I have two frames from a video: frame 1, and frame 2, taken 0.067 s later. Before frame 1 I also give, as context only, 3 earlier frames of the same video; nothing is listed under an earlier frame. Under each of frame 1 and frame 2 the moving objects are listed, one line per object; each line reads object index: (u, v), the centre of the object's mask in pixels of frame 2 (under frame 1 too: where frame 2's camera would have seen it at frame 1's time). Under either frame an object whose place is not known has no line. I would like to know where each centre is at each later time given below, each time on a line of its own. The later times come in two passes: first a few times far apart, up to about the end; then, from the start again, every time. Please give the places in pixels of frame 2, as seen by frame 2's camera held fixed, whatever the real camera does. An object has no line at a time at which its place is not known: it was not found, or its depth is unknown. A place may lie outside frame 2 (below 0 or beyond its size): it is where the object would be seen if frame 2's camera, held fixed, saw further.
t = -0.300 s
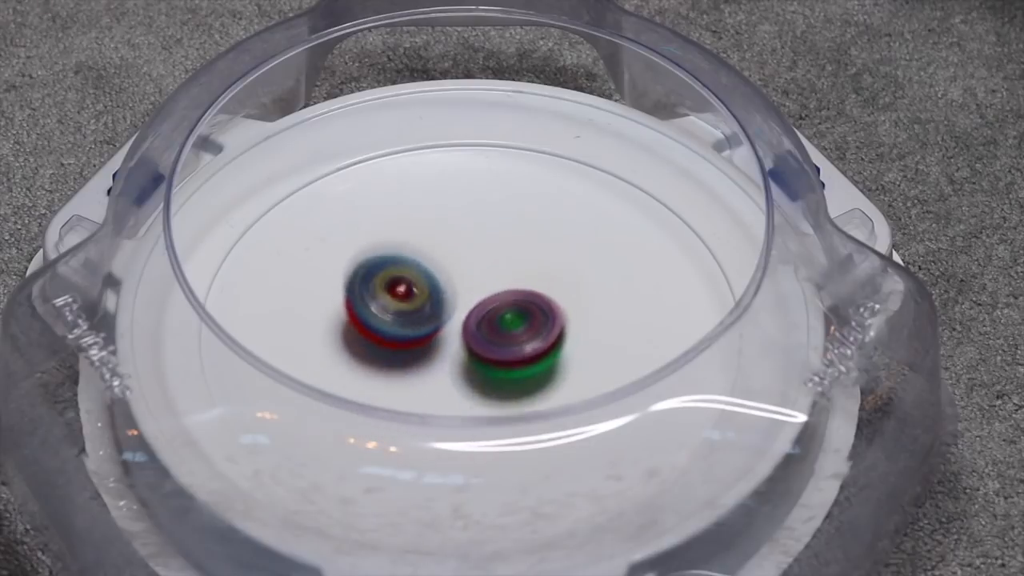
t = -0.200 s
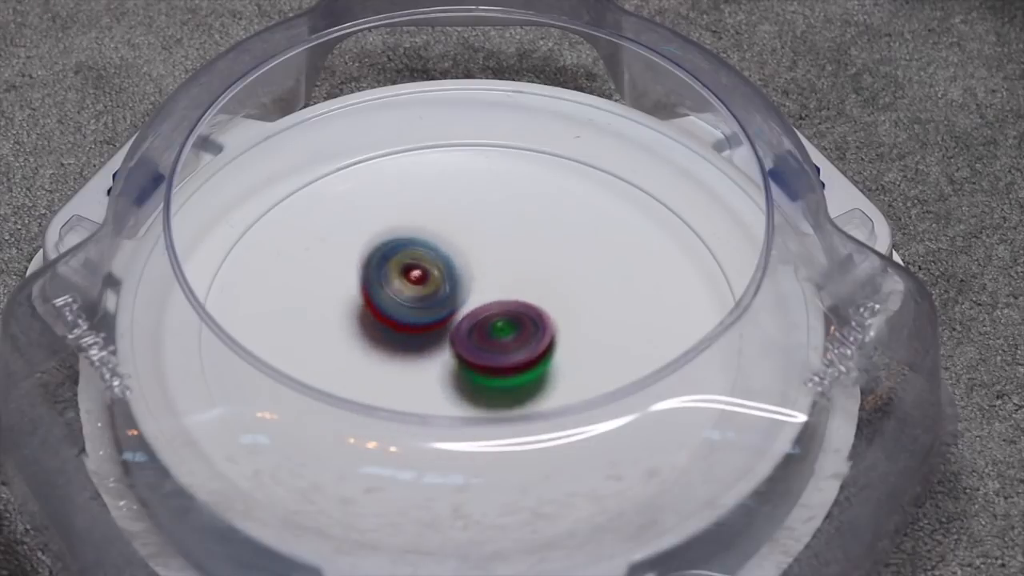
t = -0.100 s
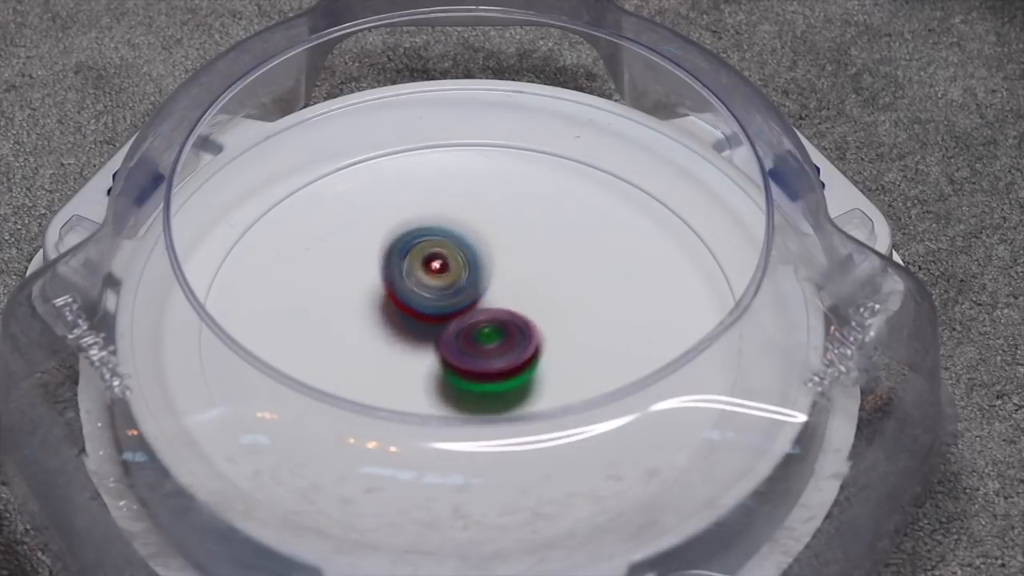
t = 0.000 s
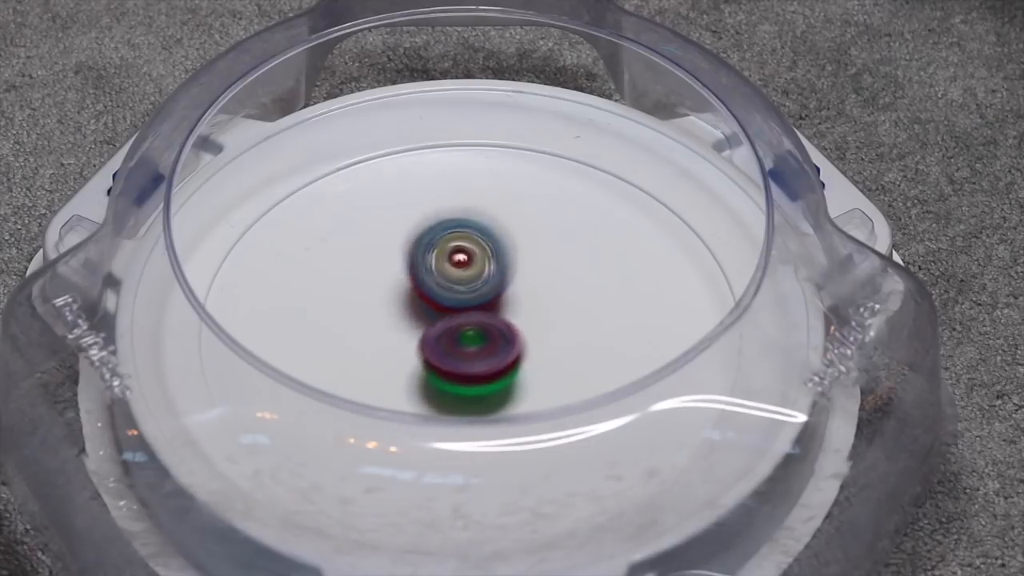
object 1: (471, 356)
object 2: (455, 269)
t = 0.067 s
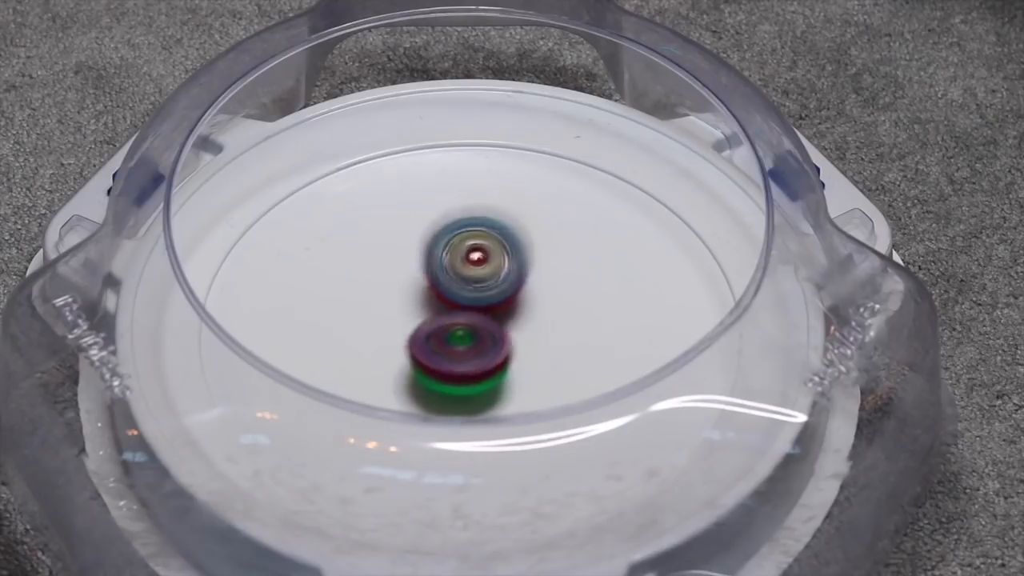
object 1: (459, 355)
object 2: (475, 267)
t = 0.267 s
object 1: (430, 343)
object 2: (523, 286)
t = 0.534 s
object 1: (426, 318)
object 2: (547, 334)
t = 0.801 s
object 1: (451, 299)
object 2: (516, 374)
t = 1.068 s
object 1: (490, 305)
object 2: (451, 382)
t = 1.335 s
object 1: (514, 333)
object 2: (392, 359)
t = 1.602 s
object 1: (508, 356)
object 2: (398, 316)
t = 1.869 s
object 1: (477, 364)
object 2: (447, 280)
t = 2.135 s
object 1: (437, 357)
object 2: (506, 288)
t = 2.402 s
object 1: (405, 329)
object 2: (537, 330)
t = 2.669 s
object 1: (416, 298)
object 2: (478, 377)
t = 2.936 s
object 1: (472, 302)
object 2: (385, 364)
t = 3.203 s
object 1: (494, 349)
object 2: (390, 303)
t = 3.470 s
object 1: (445, 370)
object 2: (489, 273)
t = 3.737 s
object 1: (417, 339)
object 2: (573, 318)
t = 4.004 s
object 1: (464, 314)
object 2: (540, 377)
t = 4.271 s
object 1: (516, 337)
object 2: (418, 387)
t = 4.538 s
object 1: (494, 365)
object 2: (352, 334)
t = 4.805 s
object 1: (443, 347)
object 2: (411, 263)
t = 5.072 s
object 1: (456, 326)
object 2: (526, 245)
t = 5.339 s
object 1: (475, 326)
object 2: (587, 318)
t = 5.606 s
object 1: (447, 325)
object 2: (543, 378)
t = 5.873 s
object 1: (451, 294)
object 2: (419, 405)
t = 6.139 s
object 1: (476, 316)
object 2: (400, 374)
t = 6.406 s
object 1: (481, 332)
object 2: (355, 328)
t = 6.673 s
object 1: (467, 339)
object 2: (359, 319)
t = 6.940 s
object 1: (475, 337)
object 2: (365, 333)
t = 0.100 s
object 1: (454, 354)
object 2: (485, 269)
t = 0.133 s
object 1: (448, 353)
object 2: (494, 271)
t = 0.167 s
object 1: (443, 351)
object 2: (502, 274)
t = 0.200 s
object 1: (438, 348)
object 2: (509, 277)
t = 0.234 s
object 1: (433, 346)
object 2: (516, 282)
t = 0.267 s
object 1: (430, 343)
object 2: (523, 286)
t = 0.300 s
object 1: (427, 340)
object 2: (529, 291)
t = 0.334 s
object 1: (425, 337)
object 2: (534, 296)
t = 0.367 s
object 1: (424, 333)
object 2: (539, 301)
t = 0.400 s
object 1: (423, 331)
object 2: (543, 308)
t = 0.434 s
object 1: (423, 327)
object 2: (546, 314)
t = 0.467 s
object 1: (423, 324)
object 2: (547, 320)
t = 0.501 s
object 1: (424, 319)
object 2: (548, 327)
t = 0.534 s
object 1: (426, 318)
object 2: (547, 334)
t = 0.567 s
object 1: (428, 314)
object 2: (545, 341)
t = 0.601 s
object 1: (431, 311)
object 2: (542, 348)
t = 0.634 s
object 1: (435, 308)
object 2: (539, 353)
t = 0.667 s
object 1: (438, 306)
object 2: (534, 358)
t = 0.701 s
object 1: (441, 307)
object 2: (528, 362)
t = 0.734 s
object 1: (443, 304)
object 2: (526, 366)
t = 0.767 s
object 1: (447, 301)
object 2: (521, 371)
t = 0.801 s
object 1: (451, 299)
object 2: (516, 374)
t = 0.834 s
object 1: (455, 298)
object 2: (510, 377)
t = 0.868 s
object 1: (460, 298)
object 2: (503, 379)
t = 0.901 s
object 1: (466, 298)
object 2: (495, 381)
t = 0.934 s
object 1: (470, 298)
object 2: (486, 382)
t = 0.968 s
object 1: (475, 300)
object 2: (478, 383)
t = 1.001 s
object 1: (481, 301)
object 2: (469, 383)
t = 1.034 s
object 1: (487, 303)
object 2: (460, 383)
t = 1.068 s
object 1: (490, 305)
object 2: (451, 382)
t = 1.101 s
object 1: (494, 308)
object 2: (444, 380)
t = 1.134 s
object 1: (499, 312)
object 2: (436, 378)
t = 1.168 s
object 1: (502, 315)
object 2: (427, 375)
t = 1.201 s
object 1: (504, 318)
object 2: (421, 371)
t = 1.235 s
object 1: (507, 322)
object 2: (411, 369)
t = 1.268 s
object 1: (508, 325)
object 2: (406, 366)
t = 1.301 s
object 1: (510, 329)
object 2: (399, 363)
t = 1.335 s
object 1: (514, 333)
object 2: (392, 359)
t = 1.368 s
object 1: (516, 335)
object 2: (389, 355)
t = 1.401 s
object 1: (517, 338)
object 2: (387, 350)
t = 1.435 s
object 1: (518, 342)
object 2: (386, 344)
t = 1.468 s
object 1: (517, 346)
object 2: (386, 338)
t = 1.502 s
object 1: (516, 349)
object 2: (387, 332)
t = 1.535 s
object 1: (514, 352)
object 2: (390, 326)
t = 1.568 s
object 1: (511, 354)
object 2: (393, 320)
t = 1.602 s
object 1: (508, 356)
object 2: (398, 316)
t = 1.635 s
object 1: (503, 358)
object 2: (403, 312)
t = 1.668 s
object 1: (501, 358)
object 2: (408, 305)
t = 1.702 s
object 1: (499, 361)
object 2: (414, 298)
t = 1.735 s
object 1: (495, 363)
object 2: (420, 293)
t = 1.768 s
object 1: (491, 363)
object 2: (426, 289)
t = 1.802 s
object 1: (486, 363)
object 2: (432, 286)
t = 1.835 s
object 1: (481, 365)
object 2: (439, 282)
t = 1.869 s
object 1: (477, 364)
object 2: (447, 280)
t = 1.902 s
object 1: (473, 364)
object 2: (454, 278)
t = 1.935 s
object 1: (467, 364)
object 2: (463, 277)
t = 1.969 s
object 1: (462, 364)
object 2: (472, 275)
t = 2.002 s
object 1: (456, 364)
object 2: (482, 276)
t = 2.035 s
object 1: (451, 362)
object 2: (489, 278)
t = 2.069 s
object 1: (447, 360)
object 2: (495, 281)
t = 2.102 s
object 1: (441, 359)
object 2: (501, 284)
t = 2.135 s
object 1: (437, 357)
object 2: (506, 288)
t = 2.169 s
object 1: (432, 355)
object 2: (511, 293)
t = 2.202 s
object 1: (429, 352)
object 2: (516, 297)
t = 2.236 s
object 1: (424, 349)
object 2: (522, 302)
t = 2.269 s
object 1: (420, 347)
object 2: (526, 306)
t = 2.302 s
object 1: (419, 344)
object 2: (528, 312)
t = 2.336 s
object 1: (418, 339)
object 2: (528, 317)
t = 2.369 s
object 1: (411, 334)
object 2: (532, 323)
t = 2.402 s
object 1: (405, 329)
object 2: (537, 330)
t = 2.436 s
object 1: (402, 325)
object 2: (538, 337)
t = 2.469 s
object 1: (402, 320)
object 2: (534, 346)
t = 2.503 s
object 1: (401, 317)
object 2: (528, 354)
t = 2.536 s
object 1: (403, 312)
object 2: (521, 361)
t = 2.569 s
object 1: (406, 308)
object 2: (510, 366)
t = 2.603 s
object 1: (409, 302)
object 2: (500, 370)
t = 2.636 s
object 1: (411, 297)
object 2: (490, 374)
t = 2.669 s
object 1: (416, 298)
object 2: (478, 377)
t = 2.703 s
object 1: (420, 295)
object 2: (464, 379)
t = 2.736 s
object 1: (427, 293)
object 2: (452, 379)
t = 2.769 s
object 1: (434, 291)
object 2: (438, 379)
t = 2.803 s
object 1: (442, 291)
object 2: (425, 379)
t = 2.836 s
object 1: (449, 292)
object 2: (413, 376)
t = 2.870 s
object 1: (457, 294)
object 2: (402, 373)
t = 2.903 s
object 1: (466, 297)
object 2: (393, 370)
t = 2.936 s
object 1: (472, 302)
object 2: (385, 364)
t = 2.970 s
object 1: (480, 306)
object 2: (379, 359)
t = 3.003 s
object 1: (485, 312)
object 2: (376, 352)
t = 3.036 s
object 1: (491, 318)
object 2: (373, 344)
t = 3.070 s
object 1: (493, 324)
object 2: (373, 336)
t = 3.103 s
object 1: (496, 331)
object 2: (375, 327)
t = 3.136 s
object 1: (496, 338)
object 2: (378, 319)
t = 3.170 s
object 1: (496, 345)
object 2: (384, 311)
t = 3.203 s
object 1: (494, 349)
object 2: (390, 303)
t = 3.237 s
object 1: (491, 355)
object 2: (398, 297)
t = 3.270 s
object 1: (486, 359)
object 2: (408, 289)
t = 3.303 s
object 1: (481, 364)
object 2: (419, 284)
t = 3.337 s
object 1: (475, 367)
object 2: (432, 278)
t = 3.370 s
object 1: (468, 369)
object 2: (445, 275)
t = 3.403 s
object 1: (460, 370)
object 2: (459, 273)
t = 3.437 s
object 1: (452, 371)
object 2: (474, 272)
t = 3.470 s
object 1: (445, 370)
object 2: (489, 273)
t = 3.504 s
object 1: (438, 369)
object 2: (503, 274)
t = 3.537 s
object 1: (431, 367)
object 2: (517, 277)
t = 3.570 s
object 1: (425, 364)
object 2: (530, 282)
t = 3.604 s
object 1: (422, 360)
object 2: (542, 287)
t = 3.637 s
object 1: (418, 356)
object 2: (552, 294)
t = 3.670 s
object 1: (416, 350)
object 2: (561, 300)
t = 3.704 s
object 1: (415, 345)
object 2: (568, 308)
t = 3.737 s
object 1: (417, 339)
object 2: (573, 318)
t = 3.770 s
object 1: (418, 334)
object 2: (576, 327)
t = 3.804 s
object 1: (423, 330)
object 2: (577, 337)
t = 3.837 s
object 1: (427, 324)
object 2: (576, 346)
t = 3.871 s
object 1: (433, 323)
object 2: (572, 353)
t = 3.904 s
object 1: (439, 319)
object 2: (567, 360)
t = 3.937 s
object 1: (447, 317)
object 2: (560, 366)
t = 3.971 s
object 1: (454, 315)
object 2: (551, 372)
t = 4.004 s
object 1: (464, 314)
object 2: (540, 377)
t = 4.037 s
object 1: (472, 313)
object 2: (529, 382)
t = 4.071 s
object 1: (481, 314)
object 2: (514, 387)
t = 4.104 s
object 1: (488, 314)
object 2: (499, 390)
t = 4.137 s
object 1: (497, 317)
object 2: (483, 391)
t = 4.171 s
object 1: (504, 321)
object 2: (465, 393)
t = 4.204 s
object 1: (510, 326)
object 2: (450, 392)
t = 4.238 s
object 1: (513, 331)
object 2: (434, 390)
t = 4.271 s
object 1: (516, 337)
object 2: (418, 387)
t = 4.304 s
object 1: (518, 342)
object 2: (405, 383)
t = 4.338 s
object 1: (518, 348)
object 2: (391, 378)
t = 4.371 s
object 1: (518, 352)
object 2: (381, 372)
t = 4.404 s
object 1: (515, 356)
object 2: (371, 366)
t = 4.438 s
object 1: (511, 360)
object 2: (363, 359)
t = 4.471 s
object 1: (506, 361)
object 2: (356, 352)
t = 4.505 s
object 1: (501, 363)
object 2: (353, 345)
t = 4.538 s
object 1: (494, 365)
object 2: (352, 334)
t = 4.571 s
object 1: (487, 365)
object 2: (352, 324)
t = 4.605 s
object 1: (480, 365)
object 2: (356, 315)
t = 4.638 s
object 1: (472, 364)
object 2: (361, 304)
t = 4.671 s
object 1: (465, 362)
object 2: (368, 296)
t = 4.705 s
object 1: (457, 359)
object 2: (376, 286)
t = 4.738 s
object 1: (452, 356)
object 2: (387, 278)
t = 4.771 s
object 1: (447, 351)
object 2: (398, 270)
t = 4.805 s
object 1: (443, 347)
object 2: (411, 263)
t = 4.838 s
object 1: (441, 346)
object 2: (428, 254)
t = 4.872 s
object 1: (440, 344)
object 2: (442, 248)
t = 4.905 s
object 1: (440, 339)
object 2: (456, 243)
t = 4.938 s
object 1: (442, 336)
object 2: (470, 240)
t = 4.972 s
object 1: (443, 332)
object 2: (484, 239)
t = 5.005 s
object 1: (446, 332)
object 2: (498, 239)
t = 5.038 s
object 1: (449, 328)
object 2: (513, 242)
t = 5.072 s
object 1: (456, 326)
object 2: (526, 245)
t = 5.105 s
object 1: (460, 323)
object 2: (539, 252)
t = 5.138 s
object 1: (464, 322)
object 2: (551, 258)
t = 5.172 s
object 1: (467, 321)
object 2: (562, 266)
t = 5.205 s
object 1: (471, 321)
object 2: (571, 274)
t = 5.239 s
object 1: (472, 323)
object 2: (579, 284)
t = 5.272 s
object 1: (474, 324)
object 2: (584, 295)
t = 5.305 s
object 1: (474, 326)
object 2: (587, 306)
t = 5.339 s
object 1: (475, 326)
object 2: (587, 318)
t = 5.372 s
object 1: (472, 329)
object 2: (587, 329)
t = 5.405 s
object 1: (467, 327)
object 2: (588, 341)
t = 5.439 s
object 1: (460, 328)
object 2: (588, 351)
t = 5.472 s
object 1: (457, 328)
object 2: (583, 358)
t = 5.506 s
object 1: (456, 328)
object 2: (577, 365)
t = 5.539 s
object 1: (451, 328)
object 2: (566, 370)
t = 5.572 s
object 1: (448, 326)
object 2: (556, 375)
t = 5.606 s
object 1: (447, 325)
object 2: (543, 378)
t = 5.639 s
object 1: (445, 322)
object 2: (529, 379)
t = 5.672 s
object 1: (444, 319)
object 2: (515, 382)
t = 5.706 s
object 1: (442, 311)
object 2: (499, 387)
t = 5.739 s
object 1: (442, 305)
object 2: (484, 390)
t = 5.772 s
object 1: (444, 303)
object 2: (466, 391)
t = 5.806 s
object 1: (446, 298)
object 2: (451, 393)
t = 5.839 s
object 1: (449, 296)
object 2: (434, 401)
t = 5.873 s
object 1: (451, 294)
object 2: (419, 405)
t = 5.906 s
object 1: (457, 293)
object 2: (411, 406)
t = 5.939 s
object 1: (462, 295)
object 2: (401, 411)
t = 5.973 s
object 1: (466, 296)
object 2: (395, 410)
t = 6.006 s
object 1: (471, 299)
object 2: (393, 407)
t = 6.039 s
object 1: (473, 302)
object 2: (392, 403)
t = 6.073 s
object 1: (476, 305)
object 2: (393, 397)
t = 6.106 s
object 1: (477, 311)
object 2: (395, 390)
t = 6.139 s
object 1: (476, 316)
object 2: (400, 374)
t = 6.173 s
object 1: (482, 318)
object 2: (397, 371)
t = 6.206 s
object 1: (487, 321)
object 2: (385, 367)
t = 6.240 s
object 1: (489, 324)
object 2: (377, 361)
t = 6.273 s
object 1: (489, 329)
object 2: (368, 354)
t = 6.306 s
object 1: (487, 332)
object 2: (362, 346)
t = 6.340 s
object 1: (484, 334)
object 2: (359, 339)
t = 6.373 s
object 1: (483, 330)
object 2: (356, 333)
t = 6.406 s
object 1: (481, 332)
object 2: (355, 328)
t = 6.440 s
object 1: (478, 332)
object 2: (355, 324)
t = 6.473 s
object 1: (474, 333)
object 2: (355, 320)
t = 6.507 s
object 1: (468, 333)
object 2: (355, 319)
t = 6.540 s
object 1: (465, 332)
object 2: (355, 317)
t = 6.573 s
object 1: (471, 334)
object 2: (355, 316)
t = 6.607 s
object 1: (472, 335)
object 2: (355, 316)
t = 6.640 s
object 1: (470, 339)
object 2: (357, 317)
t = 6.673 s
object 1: (467, 339)
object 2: (359, 319)
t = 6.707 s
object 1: (465, 337)
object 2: (361, 322)
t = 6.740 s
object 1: (469, 331)
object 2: (363, 325)
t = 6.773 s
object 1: (474, 331)
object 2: (365, 328)
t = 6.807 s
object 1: (477, 334)
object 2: (366, 331)
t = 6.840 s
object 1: (476, 335)
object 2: (365, 332)
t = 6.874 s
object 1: (476, 335)
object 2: (365, 333)
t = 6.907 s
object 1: (473, 336)
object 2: (364, 333)
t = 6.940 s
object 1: (475, 337)
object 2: (365, 333)
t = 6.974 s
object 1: (476, 338)
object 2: (366, 333)
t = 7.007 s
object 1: (477, 340)
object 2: (366, 332)
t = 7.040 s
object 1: (475, 341)
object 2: (366, 331)
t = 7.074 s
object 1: (473, 342)
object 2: (366, 329)
